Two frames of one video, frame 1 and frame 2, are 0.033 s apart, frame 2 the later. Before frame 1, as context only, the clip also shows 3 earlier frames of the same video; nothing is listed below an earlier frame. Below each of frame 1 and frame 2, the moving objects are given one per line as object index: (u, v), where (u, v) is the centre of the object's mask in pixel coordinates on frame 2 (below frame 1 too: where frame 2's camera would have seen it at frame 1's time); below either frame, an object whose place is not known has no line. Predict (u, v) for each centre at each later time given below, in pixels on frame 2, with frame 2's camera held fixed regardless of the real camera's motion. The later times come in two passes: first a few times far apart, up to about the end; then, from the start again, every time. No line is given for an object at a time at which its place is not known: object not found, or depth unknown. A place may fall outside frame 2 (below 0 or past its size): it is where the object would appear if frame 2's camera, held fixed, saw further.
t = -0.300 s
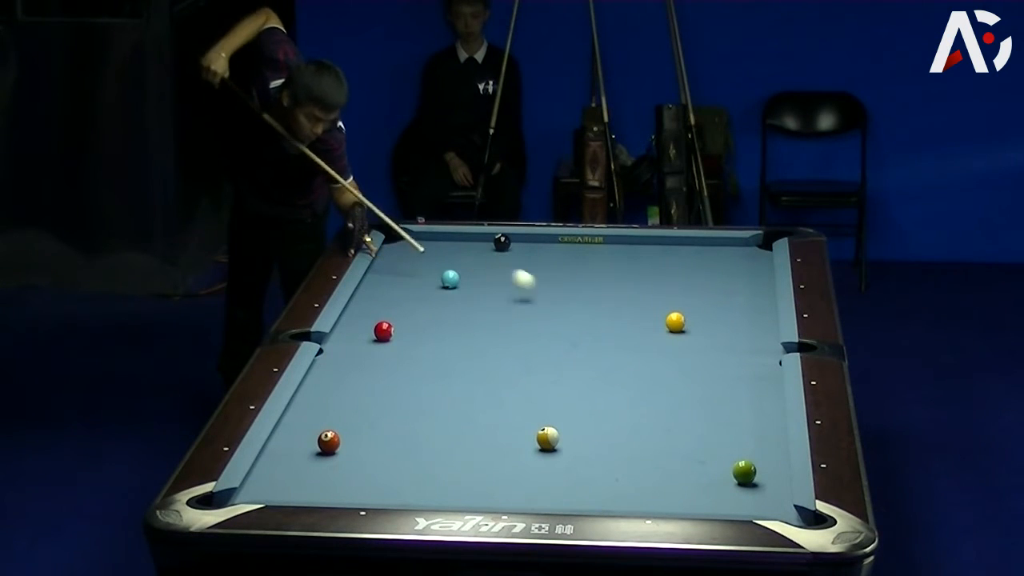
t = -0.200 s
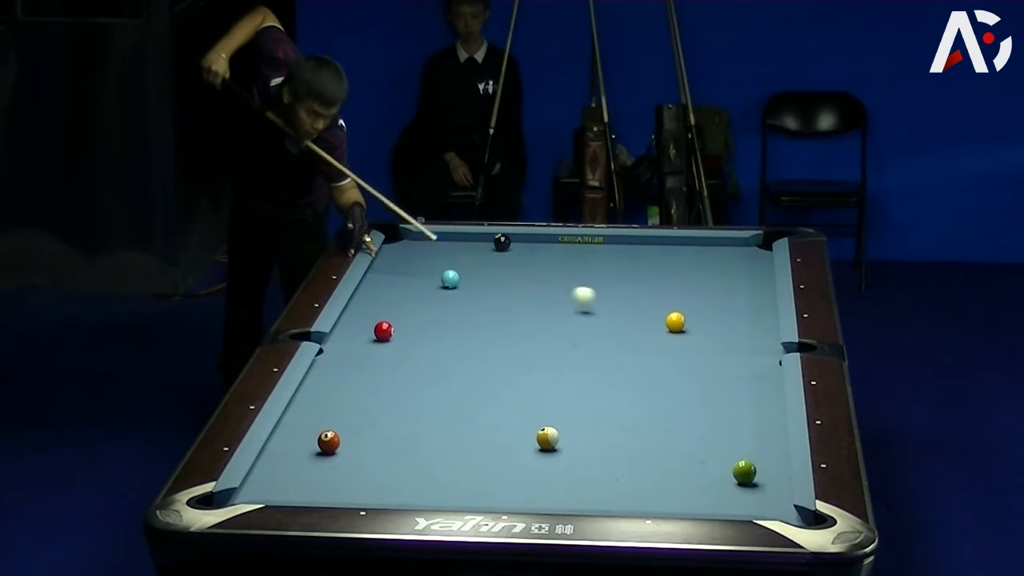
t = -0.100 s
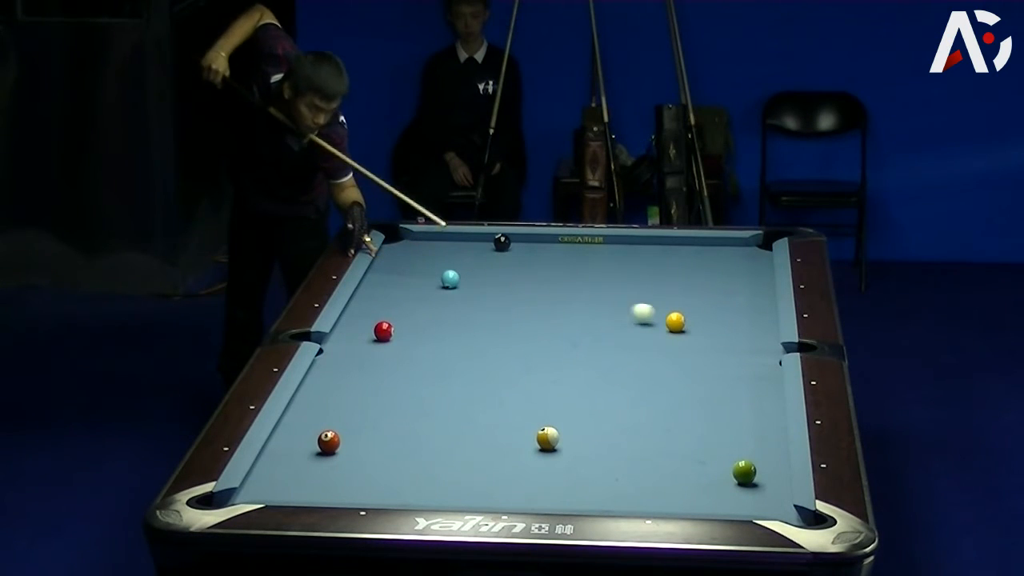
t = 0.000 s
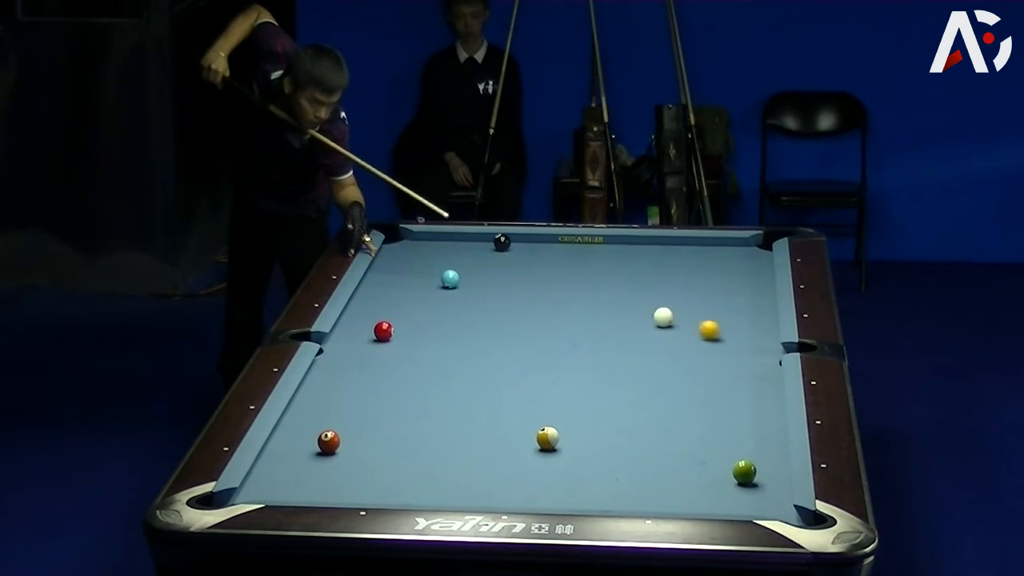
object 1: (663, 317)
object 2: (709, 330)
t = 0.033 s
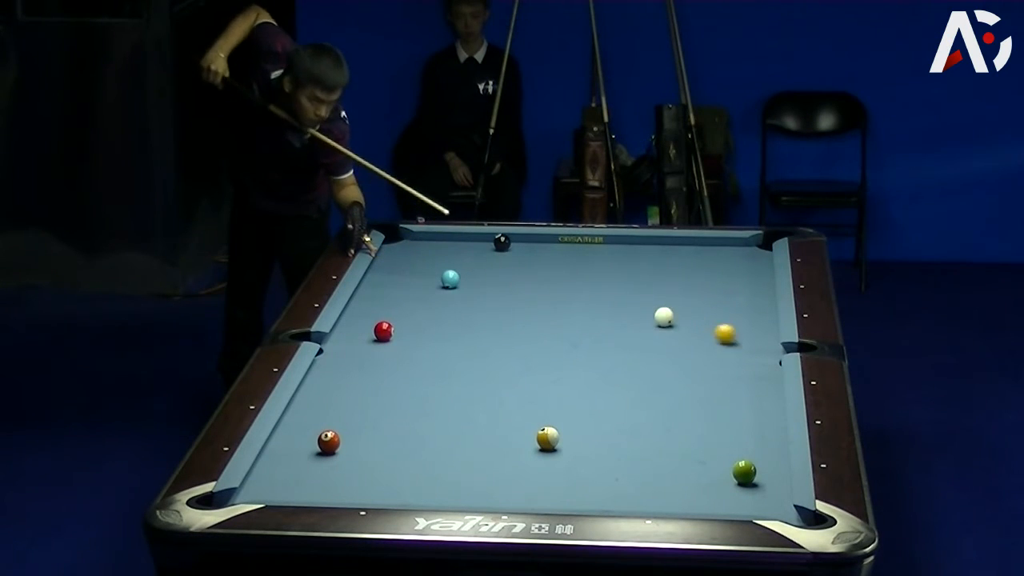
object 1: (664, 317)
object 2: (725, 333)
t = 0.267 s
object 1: (669, 314)
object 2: (746, 352)
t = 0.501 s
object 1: (673, 311)
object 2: (712, 366)
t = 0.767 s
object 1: (677, 309)
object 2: (674, 382)
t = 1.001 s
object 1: (681, 307)
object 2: (640, 397)
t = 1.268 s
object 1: (683, 305)
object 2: (601, 413)
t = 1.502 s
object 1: (685, 304)
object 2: (568, 428)
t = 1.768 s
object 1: (687, 303)
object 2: (548, 433)
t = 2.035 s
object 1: (688, 302)
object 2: (533, 435)
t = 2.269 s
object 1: (689, 301)
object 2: (522, 436)
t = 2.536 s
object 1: (689, 301)
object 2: (512, 438)
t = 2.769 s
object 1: (689, 301)
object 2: (505, 439)
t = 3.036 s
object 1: (689, 301)
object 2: (497, 440)
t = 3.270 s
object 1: (689, 301)
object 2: (493, 440)
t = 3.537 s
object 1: (689, 301)
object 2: (490, 441)
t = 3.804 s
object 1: (689, 301)
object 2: (489, 441)
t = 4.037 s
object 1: (689, 301)
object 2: (489, 441)
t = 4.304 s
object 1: (689, 301)
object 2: (489, 441)
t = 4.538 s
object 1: (689, 301)
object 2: (489, 441)
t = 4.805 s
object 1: (689, 301)
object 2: (489, 441)
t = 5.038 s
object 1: (689, 301)
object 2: (489, 441)
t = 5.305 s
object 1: (689, 301)
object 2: (489, 441)
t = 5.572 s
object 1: (689, 301)
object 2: (489, 441)
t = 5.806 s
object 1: (689, 301)
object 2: (490, 441)
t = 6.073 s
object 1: (689, 301)
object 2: (489, 441)
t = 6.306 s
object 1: (689, 301)
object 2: (489, 441)
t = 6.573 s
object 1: (689, 301)
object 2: (489, 441)
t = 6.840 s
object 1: (689, 301)
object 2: (489, 441)
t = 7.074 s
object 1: (689, 301)
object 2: (490, 441)
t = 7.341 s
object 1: (689, 301)
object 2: (490, 441)
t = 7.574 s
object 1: (689, 301)
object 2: (490, 441)
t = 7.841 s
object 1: (689, 301)
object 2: (490, 441)
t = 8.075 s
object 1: (689, 301)
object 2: (490, 441)
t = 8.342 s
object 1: (689, 301)
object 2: (490, 441)
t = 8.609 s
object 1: (689, 301)
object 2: (490, 441)
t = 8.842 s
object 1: (689, 301)
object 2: (490, 441)
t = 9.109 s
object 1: (689, 301)
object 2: (490, 441)
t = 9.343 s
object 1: (689, 301)
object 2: (490, 441)
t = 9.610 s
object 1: (689, 301)
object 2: (490, 441)
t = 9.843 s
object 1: (689, 301)
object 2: (490, 441)
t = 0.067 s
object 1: (664, 317)
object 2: (740, 338)
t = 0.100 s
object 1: (665, 316)
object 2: (755, 341)
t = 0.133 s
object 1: (666, 316)
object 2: (768, 344)
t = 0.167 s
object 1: (667, 315)
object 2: (764, 347)
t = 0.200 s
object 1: (668, 315)
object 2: (757, 348)
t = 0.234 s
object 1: (668, 314)
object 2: (751, 350)
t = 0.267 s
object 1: (669, 314)
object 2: (746, 352)
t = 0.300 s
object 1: (670, 314)
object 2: (741, 354)
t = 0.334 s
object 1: (670, 313)
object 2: (736, 356)
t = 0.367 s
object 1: (671, 313)
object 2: (732, 358)
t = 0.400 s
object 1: (671, 313)
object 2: (727, 360)
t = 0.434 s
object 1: (672, 312)
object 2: (722, 362)
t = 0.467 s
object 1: (673, 312)
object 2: (717, 364)
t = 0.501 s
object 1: (673, 311)
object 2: (712, 366)
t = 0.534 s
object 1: (674, 311)
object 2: (708, 368)
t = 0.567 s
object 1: (674, 311)
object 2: (703, 370)
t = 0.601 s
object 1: (675, 310)
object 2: (698, 372)
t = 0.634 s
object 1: (675, 310)
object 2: (693, 374)
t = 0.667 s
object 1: (676, 310)
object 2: (689, 376)
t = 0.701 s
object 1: (676, 309)
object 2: (683, 378)
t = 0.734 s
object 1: (677, 309)
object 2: (679, 380)
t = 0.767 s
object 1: (677, 309)
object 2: (674, 382)
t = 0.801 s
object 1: (678, 308)
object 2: (669, 385)
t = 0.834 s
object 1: (678, 308)
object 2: (664, 386)
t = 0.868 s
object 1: (679, 308)
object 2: (659, 389)
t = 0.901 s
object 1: (679, 308)
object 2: (655, 390)
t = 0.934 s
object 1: (680, 307)
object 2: (650, 393)
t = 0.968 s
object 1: (680, 307)
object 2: (645, 394)
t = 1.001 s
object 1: (681, 307)
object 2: (640, 397)
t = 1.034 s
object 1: (681, 306)
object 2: (636, 399)
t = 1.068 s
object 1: (681, 306)
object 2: (631, 401)
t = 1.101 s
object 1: (682, 306)
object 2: (626, 403)
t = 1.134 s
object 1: (682, 306)
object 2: (621, 405)
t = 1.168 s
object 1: (682, 306)
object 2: (616, 407)
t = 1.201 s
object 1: (683, 305)
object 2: (611, 409)
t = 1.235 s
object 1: (683, 305)
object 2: (606, 411)
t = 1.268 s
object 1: (683, 305)
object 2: (601, 413)
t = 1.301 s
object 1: (684, 305)
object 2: (596, 415)
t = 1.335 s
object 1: (684, 305)
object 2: (592, 418)
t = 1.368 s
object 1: (684, 304)
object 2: (587, 420)
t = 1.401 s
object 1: (684, 304)
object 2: (582, 422)
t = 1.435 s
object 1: (685, 304)
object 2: (577, 424)
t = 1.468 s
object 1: (685, 304)
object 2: (572, 426)
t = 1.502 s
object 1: (685, 304)
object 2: (568, 428)
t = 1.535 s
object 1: (685, 304)
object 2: (564, 429)
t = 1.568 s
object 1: (686, 303)
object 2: (561, 430)
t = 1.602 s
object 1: (686, 303)
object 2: (559, 430)
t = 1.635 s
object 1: (686, 303)
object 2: (556, 431)
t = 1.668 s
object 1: (687, 303)
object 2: (554, 431)
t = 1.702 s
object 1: (687, 303)
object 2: (552, 432)
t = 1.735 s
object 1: (687, 303)
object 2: (550, 432)
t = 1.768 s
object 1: (687, 303)
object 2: (548, 433)
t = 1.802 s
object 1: (687, 303)
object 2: (546, 433)
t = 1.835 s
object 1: (687, 302)
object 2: (544, 433)
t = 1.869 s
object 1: (688, 302)
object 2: (542, 434)
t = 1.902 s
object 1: (688, 302)
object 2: (540, 434)
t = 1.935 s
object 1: (688, 302)
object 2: (538, 434)
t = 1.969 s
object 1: (688, 302)
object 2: (536, 434)
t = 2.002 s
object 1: (688, 302)
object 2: (535, 434)
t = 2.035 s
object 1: (688, 302)
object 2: (533, 435)
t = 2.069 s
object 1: (688, 302)
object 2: (531, 435)
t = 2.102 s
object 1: (689, 302)
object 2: (530, 435)
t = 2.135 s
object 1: (689, 302)
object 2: (528, 435)
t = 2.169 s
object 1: (689, 302)
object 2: (527, 436)
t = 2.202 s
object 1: (689, 301)
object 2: (525, 436)
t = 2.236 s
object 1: (689, 301)
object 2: (524, 436)
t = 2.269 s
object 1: (689, 301)
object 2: (522, 436)
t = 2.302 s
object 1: (689, 301)
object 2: (521, 436)
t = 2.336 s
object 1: (689, 301)
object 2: (520, 437)
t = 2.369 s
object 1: (689, 301)
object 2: (518, 437)
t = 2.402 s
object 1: (689, 301)
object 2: (517, 437)
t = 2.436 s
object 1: (689, 301)
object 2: (516, 437)
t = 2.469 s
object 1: (689, 301)
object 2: (515, 437)
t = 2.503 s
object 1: (689, 301)
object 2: (513, 438)
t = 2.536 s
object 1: (689, 301)
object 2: (512, 438)
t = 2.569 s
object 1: (689, 301)
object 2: (511, 438)
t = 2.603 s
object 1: (689, 301)
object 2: (510, 438)
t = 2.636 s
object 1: (689, 301)
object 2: (509, 438)
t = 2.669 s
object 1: (689, 301)
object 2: (508, 438)
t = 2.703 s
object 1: (689, 301)
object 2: (506, 439)
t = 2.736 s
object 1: (689, 301)
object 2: (506, 439)
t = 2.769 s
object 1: (689, 301)
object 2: (505, 439)
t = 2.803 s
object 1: (689, 301)
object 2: (504, 439)
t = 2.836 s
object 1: (689, 301)
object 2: (503, 439)
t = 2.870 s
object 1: (689, 301)
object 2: (502, 439)
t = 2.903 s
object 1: (689, 301)
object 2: (501, 439)
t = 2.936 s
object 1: (689, 301)
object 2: (500, 439)
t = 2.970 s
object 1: (689, 301)
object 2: (499, 439)
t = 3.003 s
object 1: (689, 301)
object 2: (498, 440)
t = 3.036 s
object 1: (689, 301)
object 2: (497, 440)
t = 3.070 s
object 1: (689, 301)
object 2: (497, 440)
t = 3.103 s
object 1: (689, 301)
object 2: (496, 440)
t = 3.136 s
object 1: (689, 301)
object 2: (495, 440)
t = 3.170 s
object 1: (689, 301)
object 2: (495, 440)
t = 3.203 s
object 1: (689, 301)
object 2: (494, 440)
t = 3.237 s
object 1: (689, 301)
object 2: (494, 440)
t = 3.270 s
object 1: (689, 301)
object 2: (493, 440)
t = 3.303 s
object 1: (689, 301)
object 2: (493, 440)
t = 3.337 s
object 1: (689, 301)
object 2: (492, 440)
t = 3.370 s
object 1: (689, 301)
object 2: (492, 440)
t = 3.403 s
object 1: (689, 301)
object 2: (492, 441)
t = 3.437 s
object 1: (689, 301)
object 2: (491, 441)
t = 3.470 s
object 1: (689, 301)
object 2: (491, 441)
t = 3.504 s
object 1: (689, 301)
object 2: (491, 441)
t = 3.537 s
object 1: (689, 301)
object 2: (490, 441)
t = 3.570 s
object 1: (689, 301)
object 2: (490, 441)
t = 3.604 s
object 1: (689, 301)
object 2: (490, 441)
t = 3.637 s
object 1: (689, 301)
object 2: (490, 441)
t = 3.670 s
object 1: (689, 301)
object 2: (489, 441)
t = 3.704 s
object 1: (689, 301)
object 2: (489, 441)
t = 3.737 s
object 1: (689, 301)
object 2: (489, 441)
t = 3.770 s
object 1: (689, 301)
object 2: (489, 441)
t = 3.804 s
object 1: (689, 301)
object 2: (489, 441)
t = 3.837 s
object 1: (689, 301)
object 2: (489, 441)
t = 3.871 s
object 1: (689, 301)
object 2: (489, 441)
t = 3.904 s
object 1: (689, 301)
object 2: (489, 441)
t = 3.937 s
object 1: (689, 301)
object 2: (489, 441)
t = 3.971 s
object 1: (689, 301)
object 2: (489, 441)
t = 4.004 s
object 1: (689, 301)
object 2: (489, 441)
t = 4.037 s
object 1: (689, 301)
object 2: (489, 441)
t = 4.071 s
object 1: (689, 301)
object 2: (489, 441)
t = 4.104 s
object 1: (689, 301)
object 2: (489, 441)
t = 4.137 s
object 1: (689, 301)
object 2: (489, 441)
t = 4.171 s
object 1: (689, 301)
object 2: (489, 441)
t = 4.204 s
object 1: (689, 301)
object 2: (489, 441)
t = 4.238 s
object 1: (689, 301)
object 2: (489, 441)
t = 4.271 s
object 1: (689, 301)
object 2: (489, 441)
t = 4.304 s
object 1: (689, 301)
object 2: (489, 441)
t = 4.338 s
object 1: (689, 301)
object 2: (489, 441)
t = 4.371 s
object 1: (689, 301)
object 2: (489, 441)
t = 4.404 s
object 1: (689, 301)
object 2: (489, 441)
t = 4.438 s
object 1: (689, 301)
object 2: (489, 441)
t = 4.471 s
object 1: (689, 301)
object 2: (489, 441)
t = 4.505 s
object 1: (689, 301)
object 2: (489, 441)
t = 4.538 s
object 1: (689, 301)
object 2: (489, 441)
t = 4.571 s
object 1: (689, 301)
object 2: (489, 441)
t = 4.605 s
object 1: (689, 301)
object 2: (489, 441)
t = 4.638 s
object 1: (689, 301)
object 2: (489, 441)
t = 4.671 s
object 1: (689, 301)
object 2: (489, 441)
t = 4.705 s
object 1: (689, 301)
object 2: (489, 441)
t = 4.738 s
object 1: (689, 301)
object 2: (490, 441)
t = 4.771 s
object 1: (689, 301)
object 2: (490, 441)
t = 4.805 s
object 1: (689, 301)
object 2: (489, 441)
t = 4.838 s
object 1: (689, 301)
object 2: (490, 441)
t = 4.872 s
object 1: (689, 301)
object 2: (489, 441)
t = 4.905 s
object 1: (689, 301)
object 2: (489, 441)
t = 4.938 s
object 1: (689, 301)
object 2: (489, 441)
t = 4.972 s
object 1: (689, 301)
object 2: (489, 441)
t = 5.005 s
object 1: (689, 301)
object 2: (489, 441)
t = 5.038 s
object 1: (689, 301)
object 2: (489, 441)
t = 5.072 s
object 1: (689, 301)
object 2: (489, 441)
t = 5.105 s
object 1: (689, 301)
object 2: (489, 441)
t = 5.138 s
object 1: (689, 301)
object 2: (489, 441)
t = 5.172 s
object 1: (689, 301)
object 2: (489, 441)
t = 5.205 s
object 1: (689, 301)
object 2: (489, 441)
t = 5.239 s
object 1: (689, 301)
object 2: (489, 441)
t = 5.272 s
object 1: (689, 301)
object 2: (489, 441)
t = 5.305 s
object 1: (689, 301)
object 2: (489, 441)
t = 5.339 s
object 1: (689, 301)
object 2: (489, 441)
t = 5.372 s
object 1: (689, 301)
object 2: (489, 441)
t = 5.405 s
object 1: (689, 301)
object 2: (489, 441)
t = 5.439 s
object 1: (689, 301)
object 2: (489, 441)
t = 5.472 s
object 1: (689, 301)
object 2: (489, 441)
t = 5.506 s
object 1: (689, 301)
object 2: (489, 441)
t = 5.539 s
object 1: (689, 301)
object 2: (489, 441)
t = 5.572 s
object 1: (689, 301)
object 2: (489, 441)
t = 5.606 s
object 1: (689, 301)
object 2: (489, 441)
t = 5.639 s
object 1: (689, 301)
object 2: (489, 441)
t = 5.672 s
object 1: (689, 301)
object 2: (489, 441)
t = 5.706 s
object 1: (689, 301)
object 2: (489, 441)
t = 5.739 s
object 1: (689, 301)
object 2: (489, 441)
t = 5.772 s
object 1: (689, 301)
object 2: (490, 441)
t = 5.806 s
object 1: (689, 301)
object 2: (490, 441)
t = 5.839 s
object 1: (689, 301)
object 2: (489, 441)
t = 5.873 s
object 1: (689, 301)
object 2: (489, 441)
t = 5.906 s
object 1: (689, 301)
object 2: (489, 441)
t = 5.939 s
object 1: (689, 301)
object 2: (489, 441)
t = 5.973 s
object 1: (689, 301)
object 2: (489, 441)
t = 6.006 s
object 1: (689, 301)
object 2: (489, 441)
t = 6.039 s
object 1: (689, 301)
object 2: (489, 441)
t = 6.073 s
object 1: (689, 301)
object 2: (489, 441)
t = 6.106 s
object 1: (689, 301)
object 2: (489, 441)
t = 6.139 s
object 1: (689, 301)
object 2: (489, 441)
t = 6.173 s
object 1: (689, 301)
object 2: (489, 441)
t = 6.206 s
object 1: (689, 301)
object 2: (489, 441)
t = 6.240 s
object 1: (689, 301)
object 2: (489, 441)
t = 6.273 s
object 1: (689, 301)
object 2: (489, 441)
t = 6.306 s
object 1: (689, 301)
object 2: (489, 441)
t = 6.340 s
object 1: (689, 301)
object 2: (489, 441)
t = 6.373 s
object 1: (689, 301)
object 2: (489, 441)
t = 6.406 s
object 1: (689, 301)
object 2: (489, 441)
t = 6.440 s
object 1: (689, 301)
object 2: (489, 441)
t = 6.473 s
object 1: (689, 301)
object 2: (489, 441)
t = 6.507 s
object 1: (689, 301)
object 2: (489, 441)
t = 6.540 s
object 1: (689, 301)
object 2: (489, 441)
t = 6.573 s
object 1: (689, 301)
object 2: (489, 441)
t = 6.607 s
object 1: (689, 301)
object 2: (489, 441)
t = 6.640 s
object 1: (689, 301)
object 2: (489, 441)
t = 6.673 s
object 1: (689, 301)
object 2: (489, 441)
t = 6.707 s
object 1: (689, 301)
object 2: (489, 441)
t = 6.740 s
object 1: (689, 301)
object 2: (489, 441)
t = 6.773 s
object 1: (689, 301)
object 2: (489, 441)
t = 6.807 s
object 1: (689, 301)
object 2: (489, 441)
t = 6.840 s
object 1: (689, 301)
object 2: (489, 441)
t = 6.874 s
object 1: (689, 301)
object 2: (489, 441)
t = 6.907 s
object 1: (689, 301)
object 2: (489, 441)
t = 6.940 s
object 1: (689, 301)
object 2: (489, 441)
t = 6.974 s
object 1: (689, 301)
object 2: (489, 441)
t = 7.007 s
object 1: (689, 301)
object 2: (489, 441)
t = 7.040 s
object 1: (689, 301)
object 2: (489, 441)
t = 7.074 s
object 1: (689, 301)
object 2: (490, 441)
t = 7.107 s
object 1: (689, 301)
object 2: (490, 441)
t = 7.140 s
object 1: (689, 301)
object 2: (490, 441)
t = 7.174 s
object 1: (689, 301)
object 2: (490, 441)
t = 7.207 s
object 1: (689, 301)
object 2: (490, 441)
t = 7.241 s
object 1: (689, 301)
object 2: (490, 441)
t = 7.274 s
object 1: (689, 301)
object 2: (490, 441)
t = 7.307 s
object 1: (689, 301)
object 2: (490, 441)
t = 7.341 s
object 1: (689, 301)
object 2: (490, 441)
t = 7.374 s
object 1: (689, 301)
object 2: (490, 441)
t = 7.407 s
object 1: (689, 301)
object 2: (490, 441)
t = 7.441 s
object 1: (689, 301)
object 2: (490, 441)
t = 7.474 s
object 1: (689, 301)
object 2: (490, 441)
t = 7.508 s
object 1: (689, 301)
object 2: (490, 441)
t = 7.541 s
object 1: (689, 301)
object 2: (490, 441)
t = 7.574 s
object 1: (689, 301)
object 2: (490, 441)
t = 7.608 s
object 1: (689, 301)
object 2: (490, 441)
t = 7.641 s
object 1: (689, 301)
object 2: (490, 441)
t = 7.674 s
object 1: (689, 301)
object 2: (490, 441)
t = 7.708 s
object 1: (689, 301)
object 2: (490, 441)
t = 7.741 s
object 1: (689, 301)
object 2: (490, 441)
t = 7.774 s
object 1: (689, 301)
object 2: (490, 441)
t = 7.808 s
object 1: (689, 301)
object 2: (490, 441)
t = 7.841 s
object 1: (689, 301)
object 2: (490, 441)
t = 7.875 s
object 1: (689, 301)
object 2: (490, 441)
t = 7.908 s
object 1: (689, 301)
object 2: (490, 441)
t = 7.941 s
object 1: (689, 301)
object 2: (490, 441)
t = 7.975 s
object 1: (689, 301)
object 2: (490, 441)
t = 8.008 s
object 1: (689, 301)
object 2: (490, 441)
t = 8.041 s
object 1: (689, 301)
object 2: (490, 441)
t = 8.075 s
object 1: (689, 301)
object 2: (490, 441)
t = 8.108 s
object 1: (689, 301)
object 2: (490, 441)
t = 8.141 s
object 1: (689, 301)
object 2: (490, 441)
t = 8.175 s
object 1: (689, 301)
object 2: (490, 441)
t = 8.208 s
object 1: (689, 301)
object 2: (490, 441)
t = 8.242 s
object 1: (689, 301)
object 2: (490, 441)
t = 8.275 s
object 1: (689, 301)
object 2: (490, 441)
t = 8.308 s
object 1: (689, 301)
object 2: (490, 441)
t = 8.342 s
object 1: (689, 301)
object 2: (490, 441)
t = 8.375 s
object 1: (689, 301)
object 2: (490, 441)
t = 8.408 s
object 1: (689, 301)
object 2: (490, 441)
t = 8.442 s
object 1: (689, 301)
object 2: (490, 441)
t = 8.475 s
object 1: (689, 301)
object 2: (490, 441)
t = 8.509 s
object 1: (689, 301)
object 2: (490, 441)
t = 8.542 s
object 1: (689, 301)
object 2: (490, 441)
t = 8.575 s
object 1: (689, 301)
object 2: (490, 441)
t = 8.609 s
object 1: (689, 301)
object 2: (490, 441)
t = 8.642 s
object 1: (689, 301)
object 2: (490, 441)
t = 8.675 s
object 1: (689, 301)
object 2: (490, 441)
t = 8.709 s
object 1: (689, 301)
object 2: (490, 441)
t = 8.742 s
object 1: (689, 301)
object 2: (490, 441)
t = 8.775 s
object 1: (689, 301)
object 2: (490, 441)
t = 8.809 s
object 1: (689, 301)
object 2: (490, 441)
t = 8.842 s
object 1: (689, 301)
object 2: (490, 441)
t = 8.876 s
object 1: (689, 301)
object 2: (490, 441)
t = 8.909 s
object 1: (689, 301)
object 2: (490, 441)
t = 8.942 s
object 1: (689, 301)
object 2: (490, 441)
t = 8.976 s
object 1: (689, 301)
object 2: (490, 441)
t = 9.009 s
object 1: (689, 301)
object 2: (490, 441)
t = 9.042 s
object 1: (689, 301)
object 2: (490, 441)
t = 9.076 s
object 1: (689, 301)
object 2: (490, 441)
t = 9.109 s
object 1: (689, 301)
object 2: (490, 441)
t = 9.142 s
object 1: (689, 301)
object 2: (490, 441)
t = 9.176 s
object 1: (689, 301)
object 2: (490, 441)
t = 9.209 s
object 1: (689, 301)
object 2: (490, 441)
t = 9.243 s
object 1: (689, 301)
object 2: (490, 441)
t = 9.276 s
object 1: (689, 301)
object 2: (490, 441)
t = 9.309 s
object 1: (689, 301)
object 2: (490, 441)
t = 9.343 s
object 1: (689, 301)
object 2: (490, 441)
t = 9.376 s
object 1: (689, 301)
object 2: (490, 441)
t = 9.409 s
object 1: (689, 301)
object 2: (490, 441)
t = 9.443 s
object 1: (689, 301)
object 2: (490, 441)
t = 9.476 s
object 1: (689, 301)
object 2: (490, 441)
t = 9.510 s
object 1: (689, 301)
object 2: (490, 441)
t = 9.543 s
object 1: (689, 301)
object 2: (490, 441)
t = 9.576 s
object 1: (689, 301)
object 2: (490, 441)
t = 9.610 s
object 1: (689, 301)
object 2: (490, 441)
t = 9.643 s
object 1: (689, 301)
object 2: (489, 441)
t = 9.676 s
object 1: (689, 301)
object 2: (489, 441)
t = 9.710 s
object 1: (689, 301)
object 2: (490, 441)
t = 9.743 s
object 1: (689, 301)
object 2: (490, 441)
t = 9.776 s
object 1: (689, 301)
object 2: (490, 441)
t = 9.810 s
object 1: (689, 301)
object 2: (490, 441)
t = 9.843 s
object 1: (689, 301)
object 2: (490, 441)
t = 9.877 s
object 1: (689, 301)
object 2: (490, 441)
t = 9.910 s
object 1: (689, 301)
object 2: (490, 441)
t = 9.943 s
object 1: (689, 301)
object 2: (490, 441)
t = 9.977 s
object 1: (689, 301)
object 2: (490, 441)
